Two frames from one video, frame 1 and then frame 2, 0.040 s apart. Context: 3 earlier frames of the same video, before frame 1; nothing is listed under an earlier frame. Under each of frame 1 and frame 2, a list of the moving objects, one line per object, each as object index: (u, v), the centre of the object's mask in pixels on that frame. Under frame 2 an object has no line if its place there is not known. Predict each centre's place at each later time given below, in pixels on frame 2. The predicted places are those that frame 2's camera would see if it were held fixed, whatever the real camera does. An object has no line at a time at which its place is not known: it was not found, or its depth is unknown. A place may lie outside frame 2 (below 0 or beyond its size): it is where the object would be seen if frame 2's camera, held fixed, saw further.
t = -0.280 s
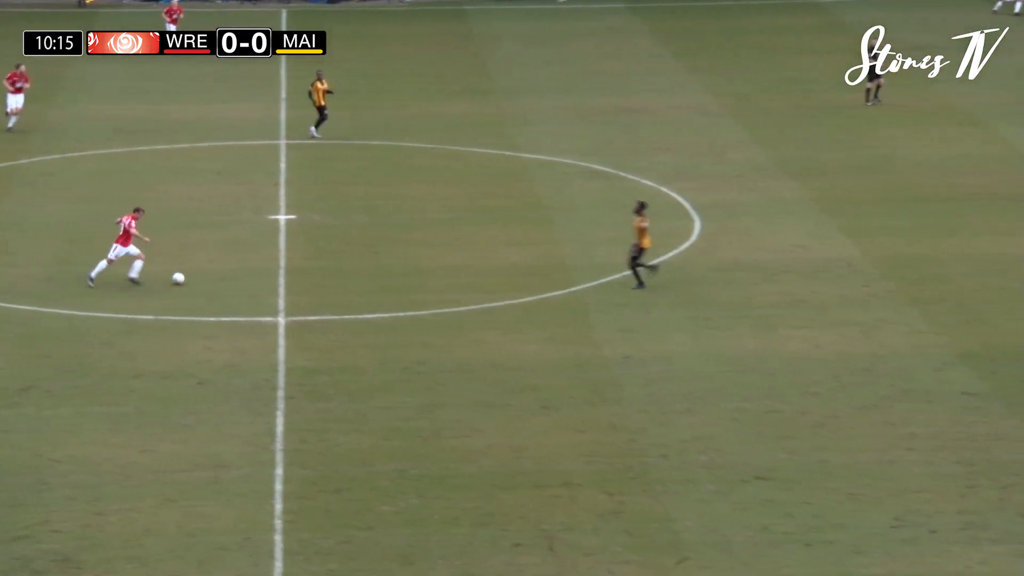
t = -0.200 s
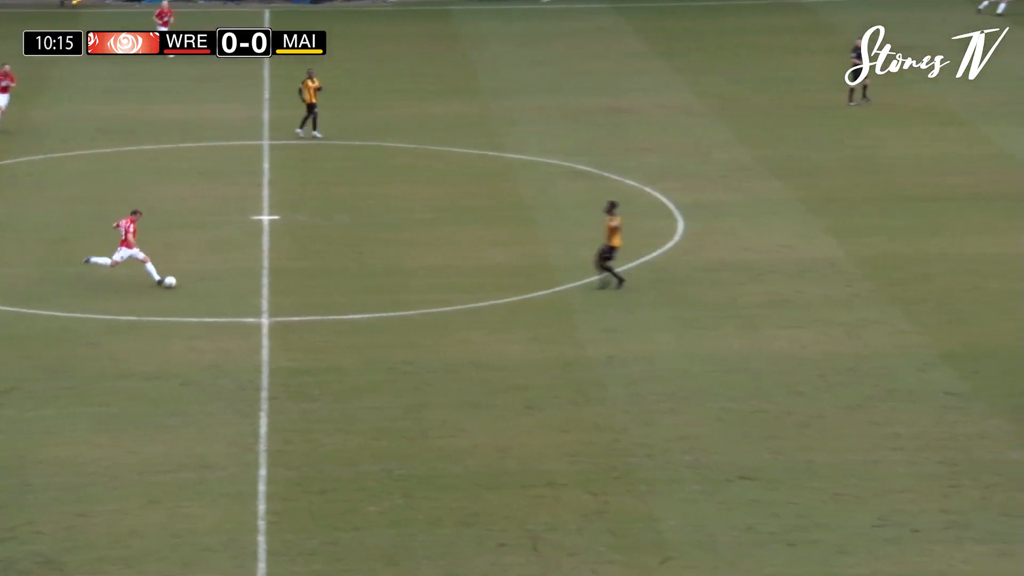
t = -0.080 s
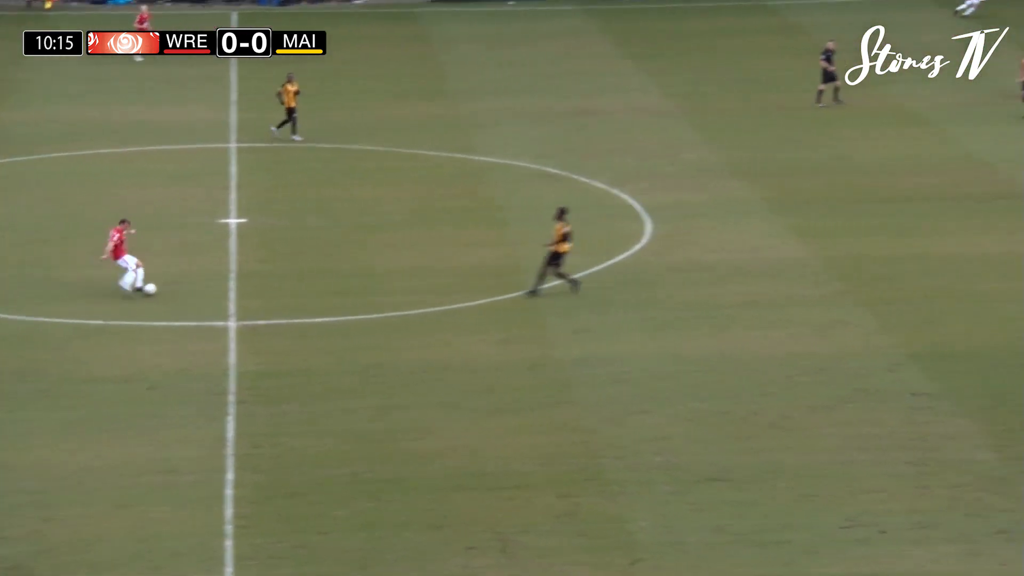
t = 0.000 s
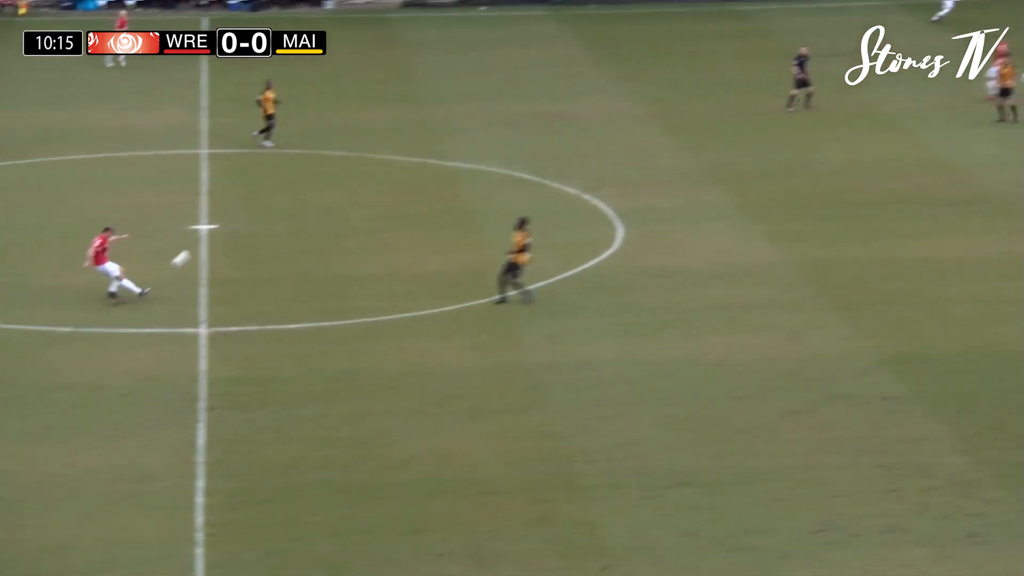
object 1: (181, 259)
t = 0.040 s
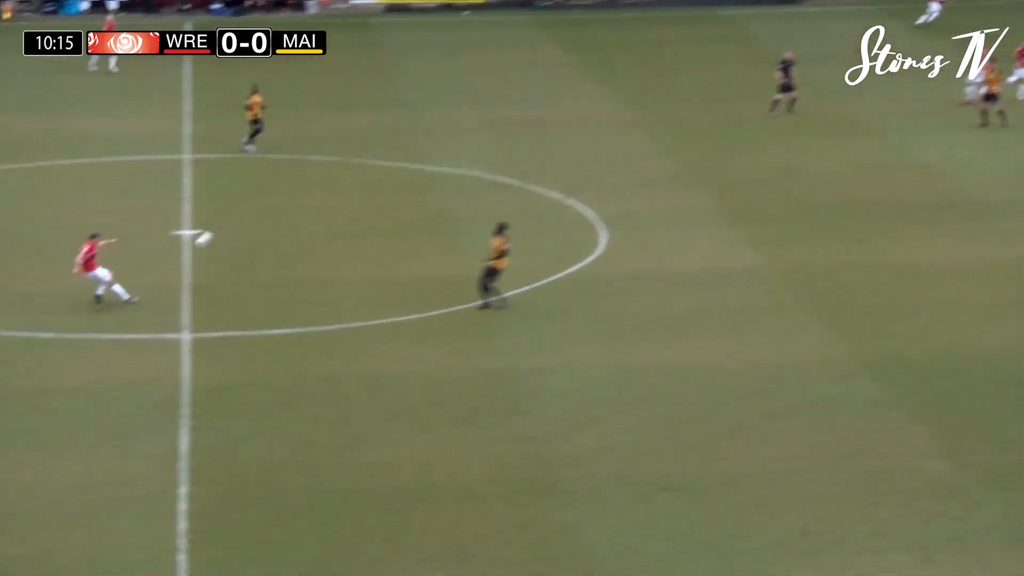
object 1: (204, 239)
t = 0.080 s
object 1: (242, 216)
